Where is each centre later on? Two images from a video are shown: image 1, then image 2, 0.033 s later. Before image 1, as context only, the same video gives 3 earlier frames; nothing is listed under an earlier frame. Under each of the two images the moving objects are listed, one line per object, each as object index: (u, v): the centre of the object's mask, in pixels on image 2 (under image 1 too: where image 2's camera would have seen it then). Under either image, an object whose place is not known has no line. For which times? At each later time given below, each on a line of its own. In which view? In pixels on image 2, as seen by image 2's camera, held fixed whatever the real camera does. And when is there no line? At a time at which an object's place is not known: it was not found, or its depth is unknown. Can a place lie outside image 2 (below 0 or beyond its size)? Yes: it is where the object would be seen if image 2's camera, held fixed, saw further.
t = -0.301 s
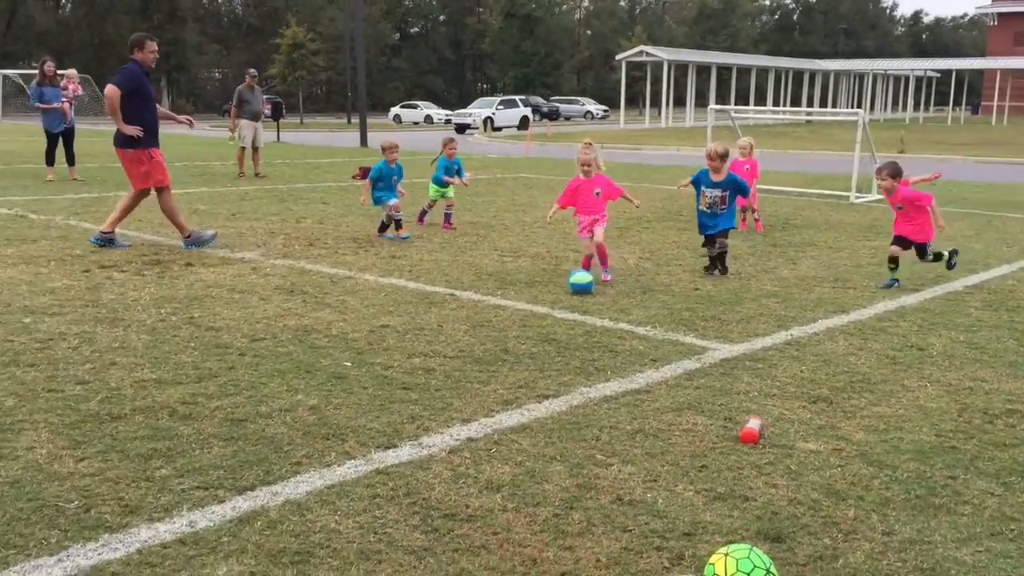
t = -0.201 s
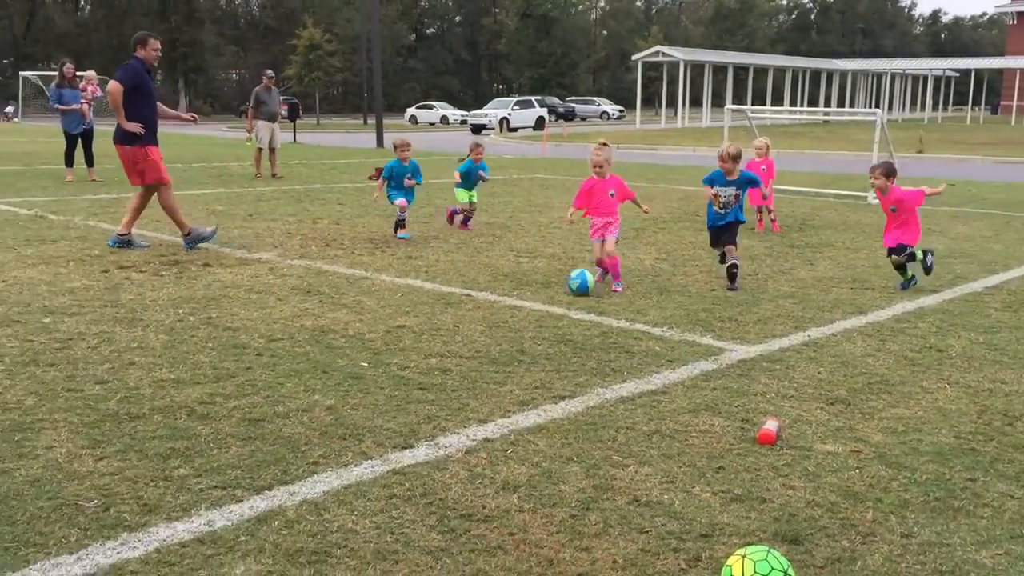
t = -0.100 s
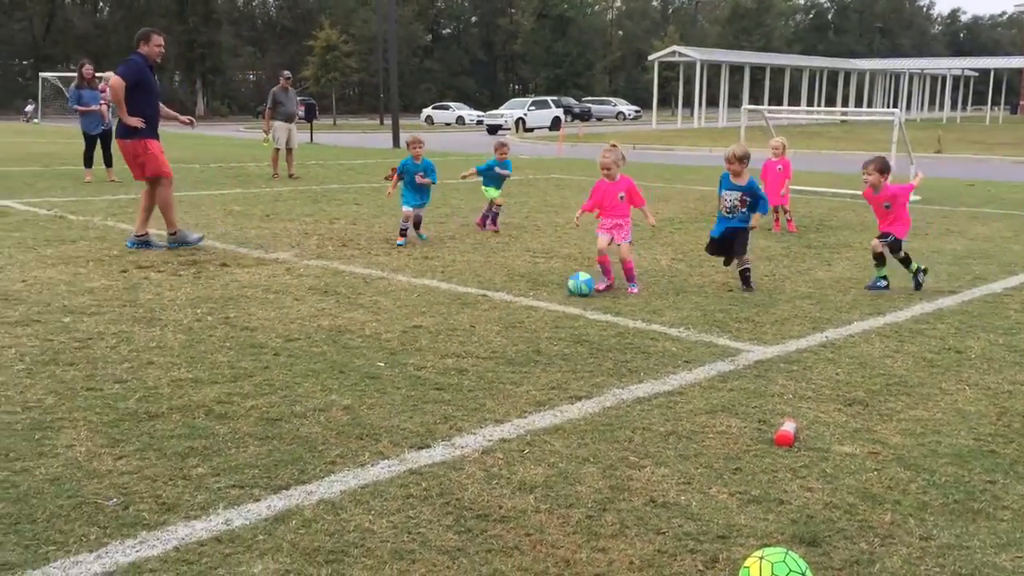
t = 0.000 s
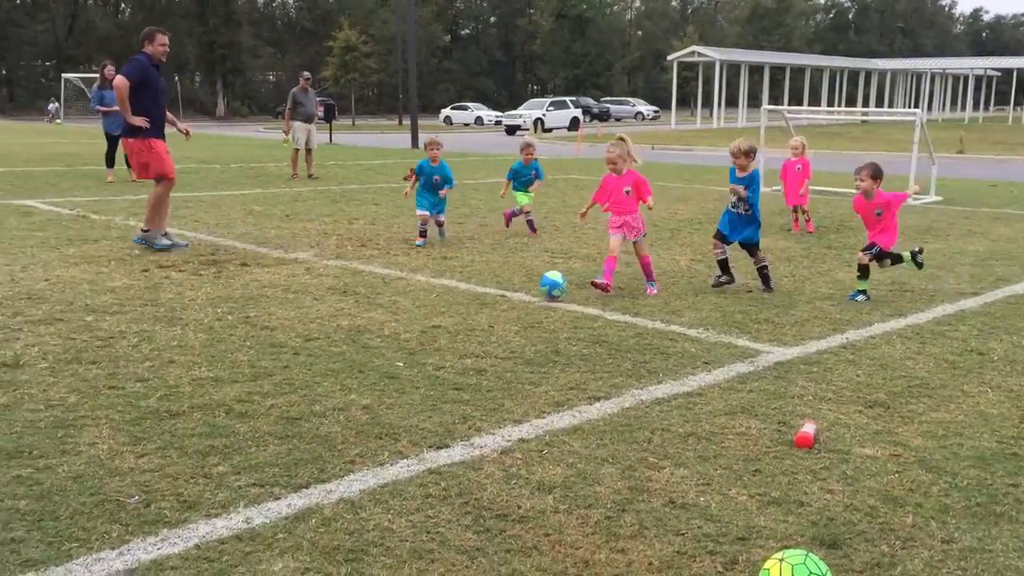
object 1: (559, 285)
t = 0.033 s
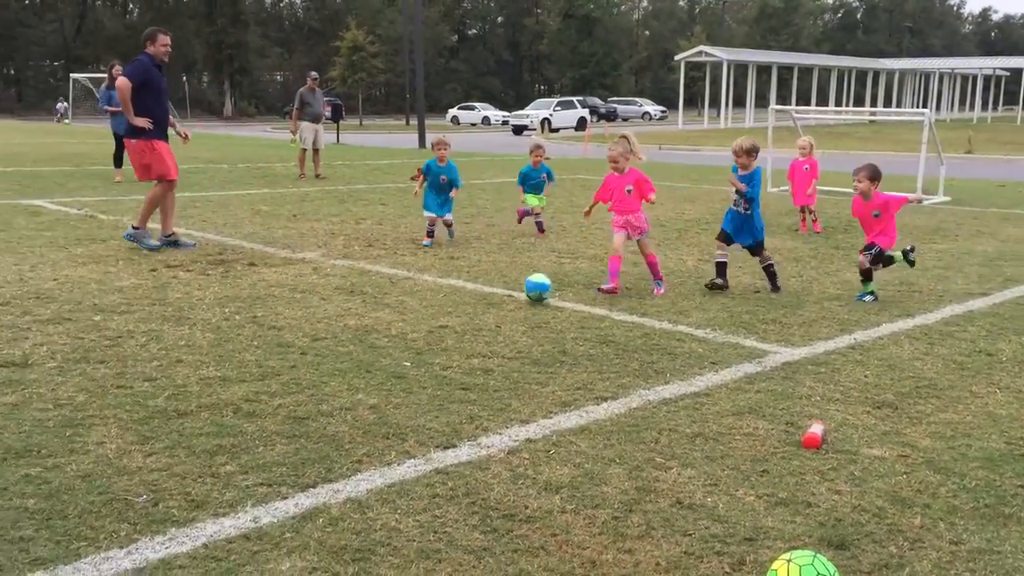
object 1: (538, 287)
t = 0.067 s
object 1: (517, 292)
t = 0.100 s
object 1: (496, 296)
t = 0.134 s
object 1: (474, 298)
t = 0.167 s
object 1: (455, 296)
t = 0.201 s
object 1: (435, 297)
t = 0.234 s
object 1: (415, 300)
